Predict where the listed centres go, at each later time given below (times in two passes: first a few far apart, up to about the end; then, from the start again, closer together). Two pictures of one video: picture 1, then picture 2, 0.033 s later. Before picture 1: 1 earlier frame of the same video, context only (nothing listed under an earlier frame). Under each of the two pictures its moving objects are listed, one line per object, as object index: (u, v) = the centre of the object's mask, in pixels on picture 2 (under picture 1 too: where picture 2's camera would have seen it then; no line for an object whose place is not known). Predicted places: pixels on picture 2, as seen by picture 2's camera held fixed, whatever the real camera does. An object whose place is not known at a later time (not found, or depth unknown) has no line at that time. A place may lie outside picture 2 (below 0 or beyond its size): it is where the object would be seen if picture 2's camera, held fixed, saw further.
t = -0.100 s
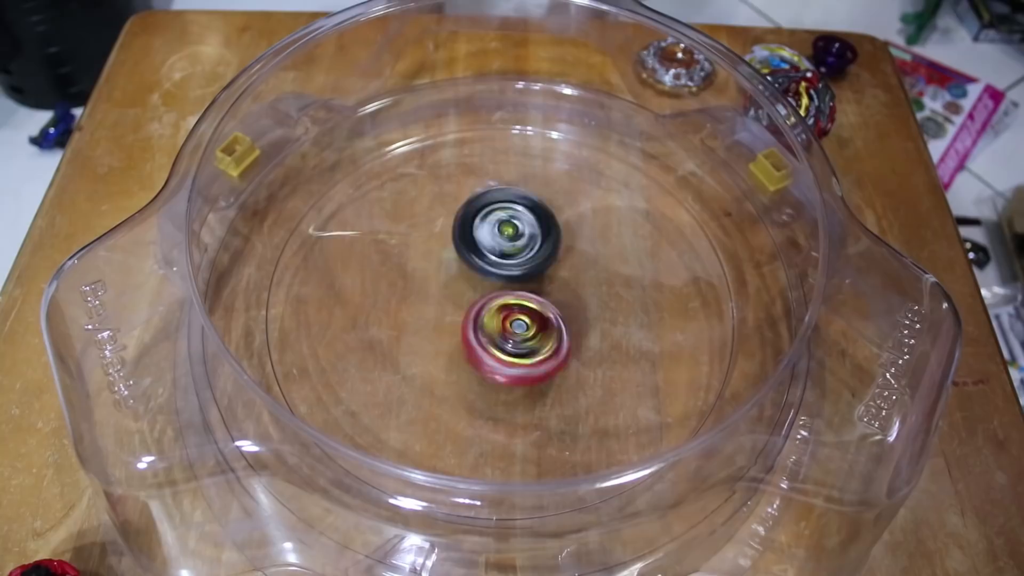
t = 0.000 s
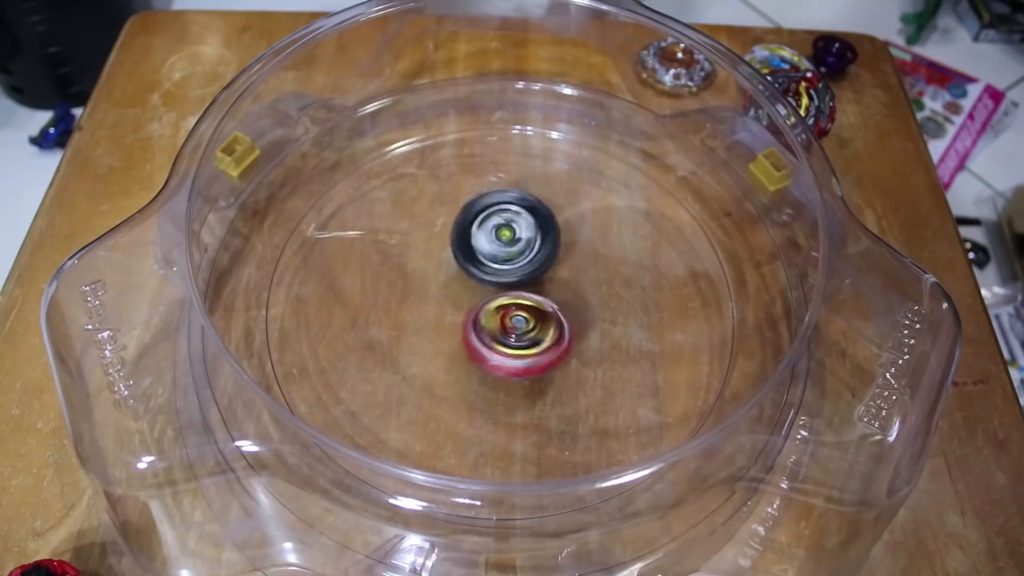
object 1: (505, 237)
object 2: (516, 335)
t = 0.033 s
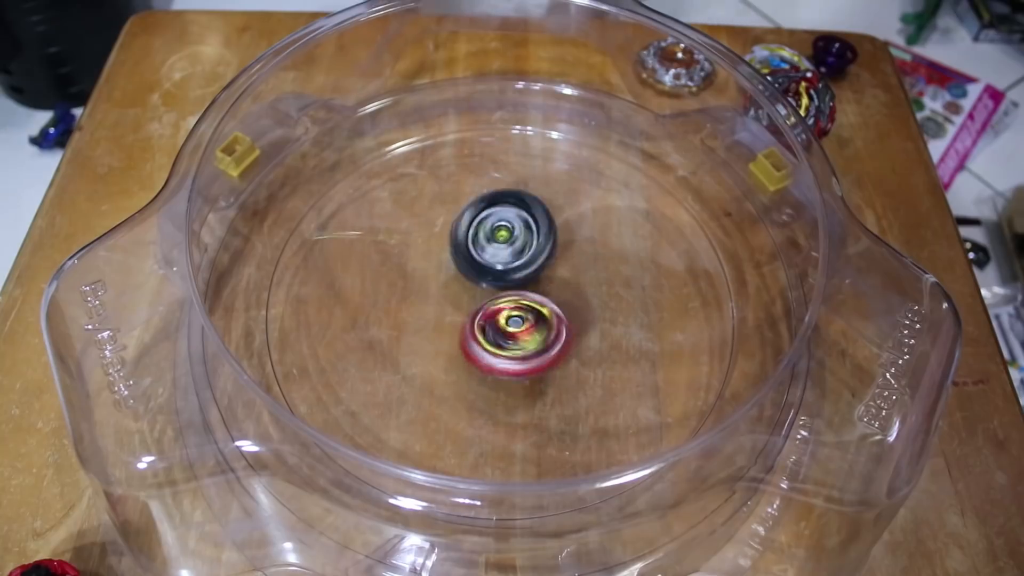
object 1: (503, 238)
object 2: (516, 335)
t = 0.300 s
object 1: (507, 237)
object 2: (515, 330)
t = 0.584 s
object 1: (515, 226)
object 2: (504, 332)
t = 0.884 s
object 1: (524, 238)
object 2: (510, 335)
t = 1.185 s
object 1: (507, 230)
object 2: (512, 329)
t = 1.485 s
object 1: (495, 231)
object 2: (511, 330)
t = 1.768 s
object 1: (478, 243)
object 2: (506, 330)
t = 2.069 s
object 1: (461, 242)
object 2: (512, 328)
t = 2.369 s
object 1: (480, 247)
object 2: (521, 339)
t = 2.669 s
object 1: (493, 238)
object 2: (526, 351)
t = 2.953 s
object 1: (503, 250)
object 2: (532, 344)
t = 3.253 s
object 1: (506, 245)
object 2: (502, 348)
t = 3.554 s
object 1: (527, 245)
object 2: (498, 346)
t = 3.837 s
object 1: (535, 262)
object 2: (488, 334)
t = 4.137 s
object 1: (533, 257)
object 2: (467, 336)
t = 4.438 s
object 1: (536, 263)
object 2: (501, 332)
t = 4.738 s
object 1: (513, 258)
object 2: (542, 329)
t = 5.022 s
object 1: (504, 255)
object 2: (547, 327)
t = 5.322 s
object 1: (506, 251)
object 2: (548, 327)
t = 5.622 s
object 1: (505, 253)
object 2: (548, 327)
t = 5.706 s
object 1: (505, 254)
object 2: (548, 327)
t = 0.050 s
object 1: (502, 238)
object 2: (515, 335)
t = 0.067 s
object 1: (502, 237)
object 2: (516, 335)
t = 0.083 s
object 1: (502, 237)
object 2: (514, 334)
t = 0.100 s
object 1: (503, 238)
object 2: (512, 334)
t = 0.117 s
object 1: (504, 239)
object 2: (514, 333)
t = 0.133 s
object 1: (503, 240)
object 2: (515, 333)
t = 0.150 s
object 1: (503, 239)
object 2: (515, 334)
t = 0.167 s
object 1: (504, 239)
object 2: (517, 332)
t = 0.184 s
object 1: (504, 239)
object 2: (517, 331)
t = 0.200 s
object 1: (504, 239)
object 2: (516, 331)
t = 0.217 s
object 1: (505, 240)
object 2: (516, 331)
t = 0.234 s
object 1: (505, 239)
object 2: (517, 330)
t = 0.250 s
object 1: (504, 238)
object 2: (517, 331)
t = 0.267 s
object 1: (505, 237)
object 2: (518, 331)
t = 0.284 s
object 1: (507, 237)
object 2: (517, 329)
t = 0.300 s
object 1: (507, 237)
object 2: (515, 330)
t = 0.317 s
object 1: (508, 234)
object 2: (514, 332)
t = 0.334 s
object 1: (510, 233)
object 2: (513, 333)
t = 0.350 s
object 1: (511, 231)
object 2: (511, 334)
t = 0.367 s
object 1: (512, 229)
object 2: (512, 333)
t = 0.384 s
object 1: (512, 229)
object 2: (512, 331)
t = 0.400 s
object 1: (511, 228)
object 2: (510, 331)
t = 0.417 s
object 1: (510, 226)
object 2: (508, 332)
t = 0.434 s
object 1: (510, 224)
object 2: (508, 331)
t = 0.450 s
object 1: (511, 223)
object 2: (507, 332)
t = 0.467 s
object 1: (512, 223)
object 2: (507, 333)
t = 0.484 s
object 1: (512, 223)
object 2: (507, 332)
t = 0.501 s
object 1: (513, 224)
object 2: (506, 331)
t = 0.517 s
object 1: (513, 225)
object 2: (504, 331)
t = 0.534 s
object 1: (514, 225)
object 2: (504, 331)
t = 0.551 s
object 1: (514, 225)
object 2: (504, 331)
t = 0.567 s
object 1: (515, 226)
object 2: (503, 332)
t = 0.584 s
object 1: (515, 226)
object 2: (504, 332)
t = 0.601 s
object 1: (515, 228)
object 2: (504, 331)
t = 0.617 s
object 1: (515, 229)
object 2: (504, 332)
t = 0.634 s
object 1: (516, 229)
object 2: (504, 332)
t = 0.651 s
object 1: (517, 230)
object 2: (505, 330)
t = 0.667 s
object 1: (519, 232)
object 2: (504, 330)
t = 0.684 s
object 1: (520, 234)
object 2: (505, 330)
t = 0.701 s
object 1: (522, 232)
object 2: (506, 330)
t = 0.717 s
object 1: (525, 232)
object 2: (504, 332)
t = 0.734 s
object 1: (527, 233)
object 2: (503, 335)
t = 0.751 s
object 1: (528, 234)
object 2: (504, 336)
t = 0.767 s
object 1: (528, 236)
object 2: (505, 337)
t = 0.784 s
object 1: (527, 239)
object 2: (507, 339)
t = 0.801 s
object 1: (525, 241)
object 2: (510, 338)
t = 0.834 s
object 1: (524, 238)
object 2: (512, 337)
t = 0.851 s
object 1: (523, 238)
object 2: (511, 337)
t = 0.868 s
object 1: (523, 237)
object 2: (511, 336)
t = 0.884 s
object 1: (524, 238)
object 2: (510, 335)
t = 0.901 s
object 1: (523, 238)
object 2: (510, 334)
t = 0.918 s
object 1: (523, 238)
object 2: (510, 334)
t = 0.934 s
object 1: (522, 238)
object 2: (509, 332)
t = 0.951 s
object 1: (522, 239)
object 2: (509, 332)
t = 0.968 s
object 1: (521, 239)
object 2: (509, 333)
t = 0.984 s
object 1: (521, 239)
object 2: (509, 332)
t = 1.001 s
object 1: (520, 239)
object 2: (509, 332)
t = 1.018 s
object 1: (519, 240)
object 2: (509, 331)
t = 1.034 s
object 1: (517, 240)
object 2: (510, 330)
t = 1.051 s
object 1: (516, 239)
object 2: (510, 327)
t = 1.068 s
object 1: (516, 238)
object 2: (509, 326)
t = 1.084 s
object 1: (515, 238)
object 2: (509, 327)
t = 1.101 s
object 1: (513, 236)
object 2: (510, 327)
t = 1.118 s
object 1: (512, 236)
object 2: (510, 328)
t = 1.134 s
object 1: (511, 235)
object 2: (511, 330)
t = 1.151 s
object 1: (510, 233)
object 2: (513, 329)
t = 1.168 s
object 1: (509, 232)
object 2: (512, 328)
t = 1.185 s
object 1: (507, 230)
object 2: (512, 329)
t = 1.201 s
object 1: (505, 230)
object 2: (512, 329)
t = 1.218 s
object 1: (502, 228)
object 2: (513, 327)
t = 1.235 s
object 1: (501, 227)
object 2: (512, 328)
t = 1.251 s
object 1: (500, 227)
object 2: (512, 328)
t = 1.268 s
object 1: (500, 226)
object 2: (512, 327)
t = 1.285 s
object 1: (499, 225)
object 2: (511, 326)
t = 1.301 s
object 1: (500, 226)
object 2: (510, 326)
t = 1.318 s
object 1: (500, 226)
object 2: (509, 327)
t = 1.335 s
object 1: (500, 227)
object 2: (509, 327)
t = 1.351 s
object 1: (500, 228)
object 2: (509, 328)
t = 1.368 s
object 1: (498, 229)
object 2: (509, 329)
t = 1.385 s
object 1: (496, 232)
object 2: (510, 330)
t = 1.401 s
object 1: (495, 233)
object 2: (510, 329)
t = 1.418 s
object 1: (494, 232)
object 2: (510, 328)
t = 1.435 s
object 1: (494, 231)
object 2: (510, 330)
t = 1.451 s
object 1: (494, 231)
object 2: (511, 329)
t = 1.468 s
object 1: (494, 231)
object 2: (511, 329)
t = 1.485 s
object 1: (495, 231)
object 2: (511, 330)
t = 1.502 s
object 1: (495, 233)
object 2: (513, 329)
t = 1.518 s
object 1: (494, 233)
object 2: (513, 327)
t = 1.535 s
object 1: (494, 232)
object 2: (512, 327)
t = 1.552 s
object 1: (494, 233)
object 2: (510, 327)
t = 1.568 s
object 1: (493, 234)
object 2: (509, 328)
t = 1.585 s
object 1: (492, 234)
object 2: (509, 327)
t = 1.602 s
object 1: (491, 234)
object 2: (507, 328)
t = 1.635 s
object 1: (489, 237)
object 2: (508, 327)
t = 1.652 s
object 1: (488, 238)
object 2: (507, 326)
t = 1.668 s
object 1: (488, 240)
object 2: (505, 327)
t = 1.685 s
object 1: (487, 241)
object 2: (504, 328)
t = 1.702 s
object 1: (484, 242)
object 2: (504, 328)
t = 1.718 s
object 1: (483, 242)
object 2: (503, 328)
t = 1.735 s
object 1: (482, 242)
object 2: (503, 329)
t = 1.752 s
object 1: (480, 243)
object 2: (504, 329)
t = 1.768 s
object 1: (478, 243)
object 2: (506, 330)
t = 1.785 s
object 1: (476, 243)
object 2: (507, 330)
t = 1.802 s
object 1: (475, 243)
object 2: (510, 331)
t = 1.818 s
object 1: (474, 243)
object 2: (512, 330)
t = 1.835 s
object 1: (473, 243)
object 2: (514, 329)
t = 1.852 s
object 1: (471, 242)
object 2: (516, 328)
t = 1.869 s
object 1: (469, 242)
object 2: (517, 328)
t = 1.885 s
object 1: (467, 240)
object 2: (518, 328)
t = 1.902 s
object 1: (466, 239)
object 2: (518, 327)
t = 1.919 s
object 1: (465, 238)
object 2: (517, 328)
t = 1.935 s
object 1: (465, 238)
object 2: (515, 329)
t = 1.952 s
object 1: (464, 237)
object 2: (515, 330)
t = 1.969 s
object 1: (463, 236)
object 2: (515, 330)
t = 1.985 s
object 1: (463, 237)
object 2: (514, 330)
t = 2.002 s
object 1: (463, 238)
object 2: (514, 331)
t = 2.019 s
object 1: (462, 238)
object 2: (515, 330)
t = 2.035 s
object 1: (462, 239)
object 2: (515, 329)
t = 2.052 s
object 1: (462, 240)
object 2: (513, 329)
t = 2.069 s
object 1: (461, 242)
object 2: (512, 328)
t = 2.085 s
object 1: (460, 242)
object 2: (513, 329)
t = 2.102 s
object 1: (458, 239)
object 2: (517, 333)
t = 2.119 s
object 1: (458, 234)
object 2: (519, 336)
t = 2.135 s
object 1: (459, 232)
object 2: (521, 338)
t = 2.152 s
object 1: (461, 230)
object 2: (524, 336)
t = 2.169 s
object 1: (464, 230)
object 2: (525, 336)
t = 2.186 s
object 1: (466, 231)
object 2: (524, 336)
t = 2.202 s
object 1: (469, 233)
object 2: (522, 336)
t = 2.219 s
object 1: (469, 237)
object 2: (522, 337)
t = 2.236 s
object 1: (471, 241)
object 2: (522, 338)
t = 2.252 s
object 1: (471, 244)
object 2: (521, 338)
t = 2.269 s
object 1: (471, 246)
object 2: (519, 339)
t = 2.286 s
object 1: (472, 247)
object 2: (518, 340)
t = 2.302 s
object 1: (473, 248)
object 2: (519, 340)
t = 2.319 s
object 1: (475, 247)
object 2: (519, 340)
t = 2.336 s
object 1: (477, 247)
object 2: (518, 340)
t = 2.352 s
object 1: (479, 247)
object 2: (519, 340)
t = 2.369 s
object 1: (480, 247)
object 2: (521, 339)
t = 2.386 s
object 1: (481, 245)
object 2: (522, 339)
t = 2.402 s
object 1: (483, 243)
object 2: (522, 340)
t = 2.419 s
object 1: (486, 242)
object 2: (522, 341)
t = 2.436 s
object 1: (488, 241)
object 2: (522, 341)
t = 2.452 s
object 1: (491, 241)
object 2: (523, 339)
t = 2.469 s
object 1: (495, 242)
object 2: (523, 337)
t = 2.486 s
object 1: (497, 243)
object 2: (522, 337)
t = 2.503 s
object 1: (497, 245)
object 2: (522, 338)
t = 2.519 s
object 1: (496, 246)
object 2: (523, 340)
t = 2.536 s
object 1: (495, 248)
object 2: (525, 340)
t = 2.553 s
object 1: (493, 249)
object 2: (525, 340)
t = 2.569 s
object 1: (492, 250)
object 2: (525, 341)
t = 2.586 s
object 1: (490, 251)
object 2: (526, 342)
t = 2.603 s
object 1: (488, 249)
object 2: (527, 343)
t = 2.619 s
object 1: (487, 244)
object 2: (527, 346)
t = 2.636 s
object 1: (488, 241)
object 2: (526, 348)
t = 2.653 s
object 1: (491, 239)
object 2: (525, 349)
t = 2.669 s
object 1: (493, 238)
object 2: (526, 351)
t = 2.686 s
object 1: (496, 237)
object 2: (528, 352)
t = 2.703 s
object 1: (499, 238)
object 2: (529, 351)
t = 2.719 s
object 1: (502, 239)
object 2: (529, 350)
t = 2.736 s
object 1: (504, 243)
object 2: (530, 349)
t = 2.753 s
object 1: (503, 247)
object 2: (531, 348)
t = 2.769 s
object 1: (501, 251)
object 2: (533, 348)
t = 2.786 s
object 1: (500, 254)
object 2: (533, 346)
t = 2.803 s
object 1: (497, 256)
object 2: (531, 345)
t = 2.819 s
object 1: (496, 256)
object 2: (530, 346)
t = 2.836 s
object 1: (494, 253)
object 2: (529, 348)
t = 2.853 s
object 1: (494, 251)
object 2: (529, 350)
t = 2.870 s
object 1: (495, 249)
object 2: (530, 350)
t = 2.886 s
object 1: (497, 248)
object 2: (531, 351)
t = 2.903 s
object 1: (498, 249)
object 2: (532, 351)
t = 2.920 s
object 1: (499, 249)
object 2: (532, 350)
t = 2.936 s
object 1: (501, 249)
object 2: (533, 348)
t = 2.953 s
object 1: (503, 250)
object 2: (532, 344)
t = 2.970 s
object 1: (505, 250)
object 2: (530, 341)
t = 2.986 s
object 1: (505, 251)
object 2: (529, 341)
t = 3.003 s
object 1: (506, 250)
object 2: (527, 341)
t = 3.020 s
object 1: (507, 248)
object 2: (526, 342)
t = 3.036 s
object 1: (509, 247)
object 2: (525, 342)
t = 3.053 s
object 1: (511, 246)
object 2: (522, 342)
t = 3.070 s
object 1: (512, 245)
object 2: (520, 343)
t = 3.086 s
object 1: (512, 245)
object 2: (518, 343)
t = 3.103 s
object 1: (511, 247)
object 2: (518, 343)
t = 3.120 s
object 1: (510, 246)
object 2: (517, 341)
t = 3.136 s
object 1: (509, 246)
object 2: (515, 341)
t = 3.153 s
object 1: (508, 247)
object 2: (513, 340)
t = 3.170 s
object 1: (507, 248)
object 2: (511, 339)
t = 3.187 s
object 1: (505, 250)
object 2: (509, 338)
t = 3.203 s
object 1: (504, 251)
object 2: (507, 338)
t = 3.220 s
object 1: (503, 249)
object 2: (505, 341)
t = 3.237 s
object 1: (504, 247)
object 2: (503, 345)
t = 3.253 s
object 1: (506, 245)
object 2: (502, 348)
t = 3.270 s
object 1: (508, 242)
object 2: (502, 351)
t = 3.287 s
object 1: (511, 241)
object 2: (504, 352)
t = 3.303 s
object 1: (514, 239)
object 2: (504, 352)
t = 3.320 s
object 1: (517, 239)
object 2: (503, 352)
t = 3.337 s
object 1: (521, 239)
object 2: (501, 351)
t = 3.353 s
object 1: (525, 240)
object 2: (498, 351)
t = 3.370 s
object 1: (528, 241)
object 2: (497, 352)
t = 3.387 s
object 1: (531, 243)
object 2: (497, 351)
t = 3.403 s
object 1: (531, 246)
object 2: (495, 351)
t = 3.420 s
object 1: (528, 249)
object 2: (494, 351)
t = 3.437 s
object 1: (526, 249)
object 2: (493, 351)
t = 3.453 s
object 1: (522, 248)
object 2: (492, 352)
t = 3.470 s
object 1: (520, 246)
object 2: (494, 352)
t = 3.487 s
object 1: (521, 245)
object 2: (495, 352)
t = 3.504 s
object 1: (521, 244)
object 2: (497, 350)
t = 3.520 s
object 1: (523, 244)
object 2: (497, 349)
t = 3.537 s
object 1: (525, 244)
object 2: (497, 348)
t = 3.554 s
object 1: (527, 245)
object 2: (498, 346)
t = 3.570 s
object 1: (529, 247)
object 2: (498, 344)
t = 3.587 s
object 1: (530, 249)
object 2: (498, 342)
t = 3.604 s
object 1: (529, 252)
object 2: (496, 342)
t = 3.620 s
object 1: (527, 253)
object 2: (494, 343)
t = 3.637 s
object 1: (525, 253)
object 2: (492, 344)
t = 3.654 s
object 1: (522, 253)
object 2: (491, 346)
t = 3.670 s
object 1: (519, 252)
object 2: (490, 347)
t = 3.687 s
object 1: (518, 253)
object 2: (490, 348)
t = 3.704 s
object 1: (518, 253)
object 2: (490, 348)
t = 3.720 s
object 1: (519, 253)
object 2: (489, 348)
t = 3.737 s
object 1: (520, 254)
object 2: (488, 346)
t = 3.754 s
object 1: (522, 255)
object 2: (488, 345)
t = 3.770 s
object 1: (523, 256)
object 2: (489, 344)
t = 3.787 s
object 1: (526, 258)
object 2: (490, 342)
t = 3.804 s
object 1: (529, 258)
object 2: (490, 339)
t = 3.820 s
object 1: (532, 260)
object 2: (489, 336)
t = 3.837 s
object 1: (535, 262)
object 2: (488, 334)
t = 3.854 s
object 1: (537, 264)
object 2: (485, 333)
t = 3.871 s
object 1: (540, 264)
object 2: (482, 335)
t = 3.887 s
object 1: (542, 261)
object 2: (479, 337)
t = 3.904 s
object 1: (543, 259)
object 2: (477, 339)
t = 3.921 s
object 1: (543, 256)
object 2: (476, 340)
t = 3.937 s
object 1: (542, 254)
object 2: (474, 340)
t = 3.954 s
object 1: (542, 253)
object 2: (472, 341)
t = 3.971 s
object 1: (542, 251)
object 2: (470, 342)
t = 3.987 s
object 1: (541, 250)
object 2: (468, 343)
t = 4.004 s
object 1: (541, 249)
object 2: (467, 343)
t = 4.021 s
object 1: (541, 247)
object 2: (466, 343)
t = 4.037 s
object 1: (540, 247)
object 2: (464, 343)
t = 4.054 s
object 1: (539, 248)
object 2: (465, 341)
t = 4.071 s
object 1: (538, 250)
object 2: (465, 341)
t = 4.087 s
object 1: (537, 252)
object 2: (465, 340)
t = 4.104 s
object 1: (535, 254)
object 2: (465, 339)
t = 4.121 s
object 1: (534, 256)
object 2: (465, 337)
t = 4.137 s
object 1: (533, 257)
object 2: (467, 336)
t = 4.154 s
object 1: (532, 259)
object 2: (469, 334)
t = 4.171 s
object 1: (532, 260)
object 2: (472, 334)
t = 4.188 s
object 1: (534, 261)
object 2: (473, 333)
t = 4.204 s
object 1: (536, 262)
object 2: (474, 333)
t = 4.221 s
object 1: (538, 262)
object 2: (475, 332)
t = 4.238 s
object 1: (539, 262)
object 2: (476, 332)
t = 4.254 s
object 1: (541, 263)
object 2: (476, 331)
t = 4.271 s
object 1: (542, 264)
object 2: (478, 331)
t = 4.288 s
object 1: (543, 265)
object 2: (479, 332)
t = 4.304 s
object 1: (544, 264)
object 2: (481, 332)
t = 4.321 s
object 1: (544, 263)
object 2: (482, 333)
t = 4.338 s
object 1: (544, 263)
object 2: (484, 333)
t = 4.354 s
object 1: (543, 262)
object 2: (486, 333)
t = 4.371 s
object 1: (542, 262)
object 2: (489, 334)
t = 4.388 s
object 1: (541, 262)
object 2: (492, 334)
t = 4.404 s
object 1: (540, 263)
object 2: (494, 334)
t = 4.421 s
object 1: (538, 263)
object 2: (497, 333)
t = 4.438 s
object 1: (536, 263)
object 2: (501, 332)
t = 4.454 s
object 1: (535, 263)
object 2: (504, 330)
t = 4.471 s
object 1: (533, 262)
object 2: (506, 330)
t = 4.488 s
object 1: (532, 261)
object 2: (510, 331)
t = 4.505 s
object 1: (531, 260)
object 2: (512, 331)
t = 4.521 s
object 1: (530, 260)
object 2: (515, 331)
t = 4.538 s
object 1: (528, 260)
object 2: (518, 332)
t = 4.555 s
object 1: (527, 260)
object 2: (520, 332)
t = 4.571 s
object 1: (526, 260)
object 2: (522, 332)
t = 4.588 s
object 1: (525, 260)
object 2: (524, 332)
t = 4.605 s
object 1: (524, 260)
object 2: (527, 332)
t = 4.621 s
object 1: (523, 259)
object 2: (529, 332)
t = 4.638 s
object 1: (521, 260)
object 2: (531, 331)
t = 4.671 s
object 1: (518, 260)
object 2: (535, 330)
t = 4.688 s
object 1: (516, 260)
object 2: (537, 329)
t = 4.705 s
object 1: (515, 259)
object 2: (538, 329)
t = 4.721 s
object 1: (514, 259)
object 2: (540, 329)
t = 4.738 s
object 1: (513, 258)
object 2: (542, 329)
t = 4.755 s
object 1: (512, 257)
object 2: (544, 329)
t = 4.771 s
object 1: (511, 256)
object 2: (545, 329)
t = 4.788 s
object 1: (509, 256)
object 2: (546, 328)
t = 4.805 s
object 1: (508, 255)
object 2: (547, 328)
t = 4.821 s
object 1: (507, 255)
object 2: (548, 327)
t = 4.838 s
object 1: (506, 255)
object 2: (549, 326)
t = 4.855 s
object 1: (505, 255)
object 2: (550, 326)
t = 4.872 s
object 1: (504, 255)
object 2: (550, 326)
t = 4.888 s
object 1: (503, 255)
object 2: (550, 326)
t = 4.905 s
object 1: (502, 255)
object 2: (550, 326)
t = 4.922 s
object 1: (501, 254)
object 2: (550, 326)
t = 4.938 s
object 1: (501, 255)
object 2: (550, 326)
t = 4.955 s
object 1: (501, 255)
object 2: (549, 326)
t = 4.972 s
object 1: (501, 255)
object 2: (549, 326)
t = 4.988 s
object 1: (502, 255)
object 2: (548, 327)
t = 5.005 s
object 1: (503, 255)
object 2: (548, 327)
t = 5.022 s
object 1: (504, 255)
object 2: (547, 327)
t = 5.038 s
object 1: (505, 255)
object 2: (547, 327)
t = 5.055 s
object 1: (505, 254)
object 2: (548, 327)
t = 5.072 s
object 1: (506, 253)
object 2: (548, 327)
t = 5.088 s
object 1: (506, 252)
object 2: (548, 326)
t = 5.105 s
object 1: (506, 251)
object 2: (549, 326)
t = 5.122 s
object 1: (505, 251)
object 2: (549, 326)
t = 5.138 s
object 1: (505, 250)
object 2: (549, 326)
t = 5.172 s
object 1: (506, 249)
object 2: (548, 326)
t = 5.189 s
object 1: (506, 249)
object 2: (548, 327)
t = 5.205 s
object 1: (506, 249)
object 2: (547, 327)
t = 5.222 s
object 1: (506, 249)
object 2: (547, 327)
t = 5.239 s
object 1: (506, 249)
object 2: (548, 327)
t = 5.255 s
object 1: (506, 250)
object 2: (548, 327)
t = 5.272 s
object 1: (506, 250)
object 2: (548, 326)
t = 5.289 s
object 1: (506, 251)
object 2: (548, 327)
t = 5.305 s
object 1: (506, 251)
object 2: (548, 327)
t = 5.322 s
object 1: (506, 251)
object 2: (548, 327)
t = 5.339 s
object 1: (506, 252)
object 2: (548, 327)
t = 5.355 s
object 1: (506, 252)
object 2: (548, 327)
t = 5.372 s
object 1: (506, 252)
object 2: (548, 327)
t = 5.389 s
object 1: (505, 253)
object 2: (548, 327)
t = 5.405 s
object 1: (505, 253)
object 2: (548, 327)
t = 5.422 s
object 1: (505, 253)
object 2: (548, 327)
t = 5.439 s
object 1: (505, 254)
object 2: (548, 327)
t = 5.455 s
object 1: (504, 254)
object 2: (548, 327)
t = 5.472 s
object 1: (504, 254)
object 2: (548, 327)
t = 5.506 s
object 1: (505, 253)
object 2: (548, 327)
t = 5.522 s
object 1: (505, 253)
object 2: (548, 327)
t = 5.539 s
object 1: (505, 253)
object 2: (548, 327)
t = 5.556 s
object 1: (505, 253)
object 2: (548, 327)
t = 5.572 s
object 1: (506, 253)
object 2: (548, 327)
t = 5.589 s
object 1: (506, 253)
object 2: (548, 327)
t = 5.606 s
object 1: (506, 253)
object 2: (548, 327)
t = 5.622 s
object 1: (505, 253)
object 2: (548, 327)
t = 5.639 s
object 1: (505, 253)
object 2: (548, 327)
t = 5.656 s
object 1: (505, 253)
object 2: (548, 327)
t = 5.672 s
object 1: (505, 253)
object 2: (548, 327)
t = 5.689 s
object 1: (505, 253)
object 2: (548, 327)
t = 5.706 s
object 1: (505, 254)
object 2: (548, 327)
